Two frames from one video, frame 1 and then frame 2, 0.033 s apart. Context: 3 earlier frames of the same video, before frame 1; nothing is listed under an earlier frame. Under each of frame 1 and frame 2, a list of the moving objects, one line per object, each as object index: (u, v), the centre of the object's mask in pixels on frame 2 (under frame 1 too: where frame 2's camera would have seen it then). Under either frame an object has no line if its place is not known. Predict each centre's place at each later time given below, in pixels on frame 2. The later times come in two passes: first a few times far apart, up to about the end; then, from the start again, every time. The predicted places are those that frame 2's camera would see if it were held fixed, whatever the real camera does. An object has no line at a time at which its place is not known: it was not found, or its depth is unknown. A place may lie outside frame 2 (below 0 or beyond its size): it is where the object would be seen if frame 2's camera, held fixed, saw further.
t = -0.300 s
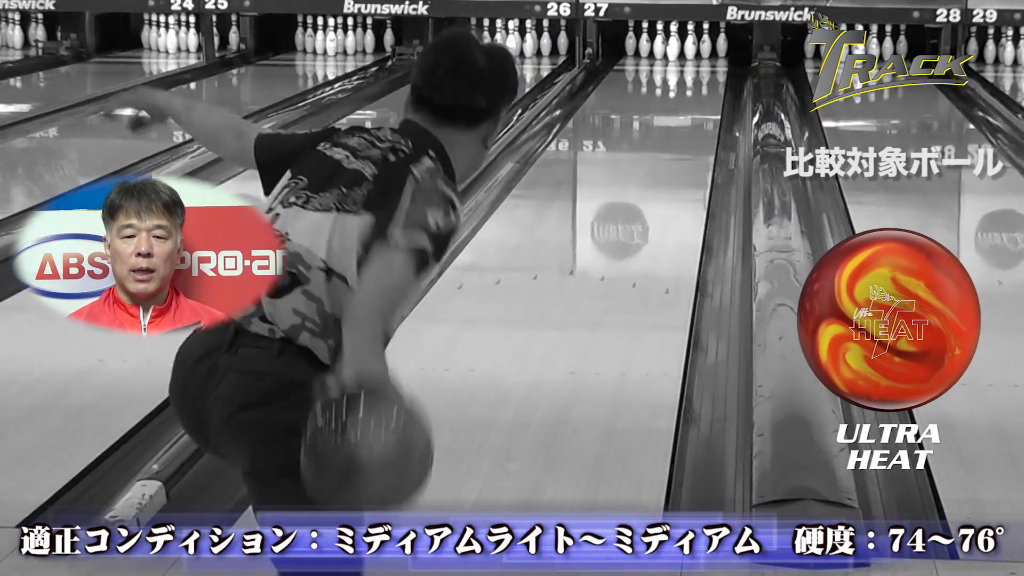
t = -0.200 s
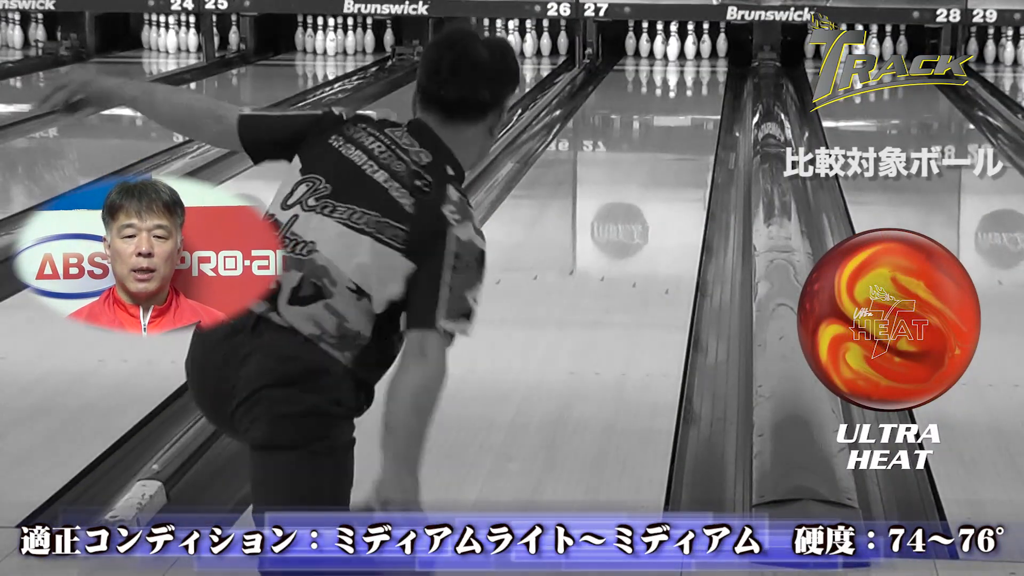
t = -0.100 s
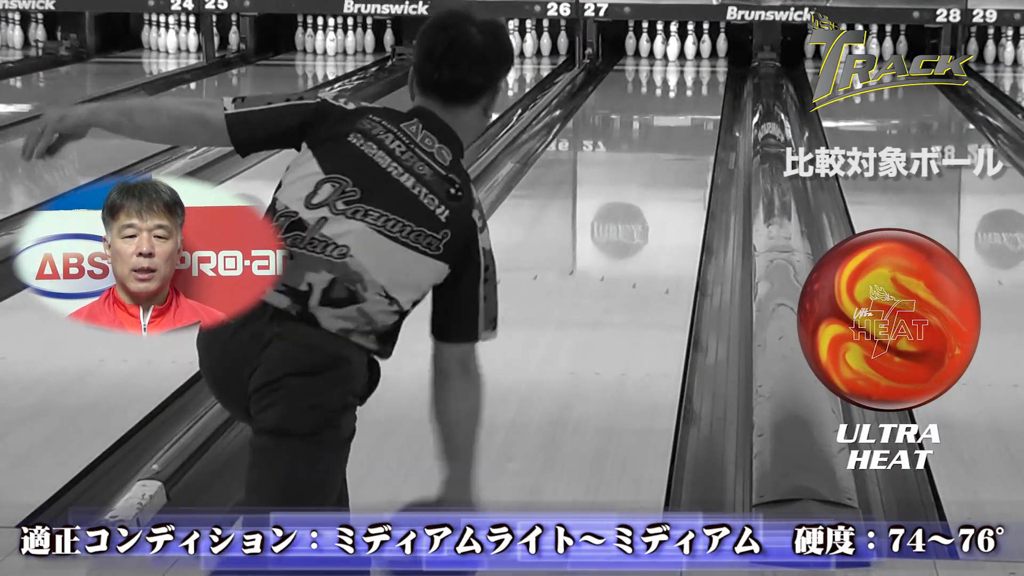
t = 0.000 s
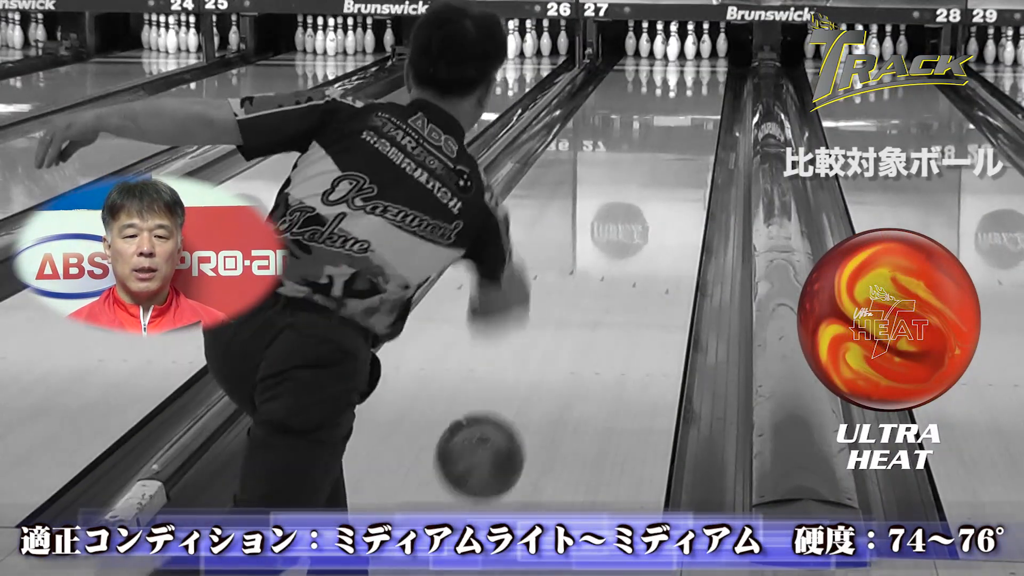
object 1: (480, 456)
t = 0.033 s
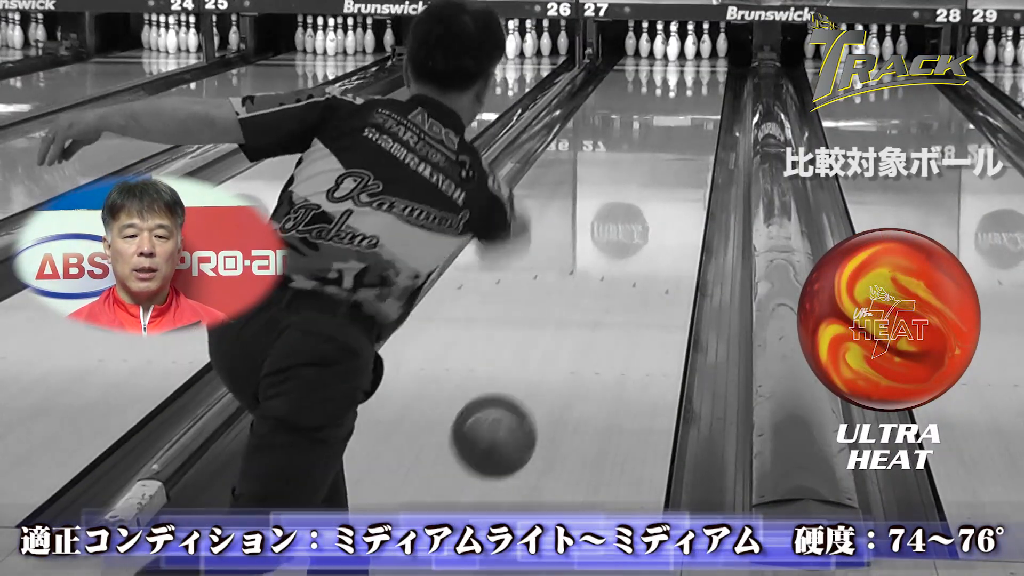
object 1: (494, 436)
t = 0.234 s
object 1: (557, 367)
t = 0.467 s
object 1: (604, 284)
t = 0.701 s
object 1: (635, 225)
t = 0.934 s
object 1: (657, 182)
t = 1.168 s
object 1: (671, 150)
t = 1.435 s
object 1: (683, 121)
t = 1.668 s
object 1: (688, 101)
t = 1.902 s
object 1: (691, 85)
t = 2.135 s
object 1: (690, 72)
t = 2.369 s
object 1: (686, 60)
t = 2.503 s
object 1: (683, 54)
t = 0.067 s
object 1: (506, 421)
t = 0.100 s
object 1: (518, 411)
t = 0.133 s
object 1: (529, 405)
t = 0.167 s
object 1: (538, 401)
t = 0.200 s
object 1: (548, 382)
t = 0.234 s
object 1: (557, 367)
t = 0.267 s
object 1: (565, 353)
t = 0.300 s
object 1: (573, 340)
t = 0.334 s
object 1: (580, 327)
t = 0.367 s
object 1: (586, 316)
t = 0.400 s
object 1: (593, 304)
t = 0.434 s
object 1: (599, 294)
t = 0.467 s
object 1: (604, 284)
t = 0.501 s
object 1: (609, 274)
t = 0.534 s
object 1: (614, 265)
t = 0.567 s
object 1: (619, 256)
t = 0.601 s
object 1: (623, 248)
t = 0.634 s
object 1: (628, 240)
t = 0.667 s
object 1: (631, 232)
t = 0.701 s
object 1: (635, 225)
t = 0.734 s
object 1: (639, 218)
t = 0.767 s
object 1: (642, 212)
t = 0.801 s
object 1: (646, 205)
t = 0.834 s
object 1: (649, 199)
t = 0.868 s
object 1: (651, 193)
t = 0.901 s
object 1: (654, 187)
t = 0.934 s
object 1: (657, 182)
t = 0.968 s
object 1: (659, 177)
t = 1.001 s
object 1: (661, 172)
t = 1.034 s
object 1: (664, 168)
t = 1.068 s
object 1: (666, 162)
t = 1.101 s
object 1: (668, 158)
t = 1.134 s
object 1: (670, 154)
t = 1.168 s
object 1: (671, 150)
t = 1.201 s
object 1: (673, 145)
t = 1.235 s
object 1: (675, 142)
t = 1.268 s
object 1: (676, 138)
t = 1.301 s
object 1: (678, 134)
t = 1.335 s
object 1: (679, 130)
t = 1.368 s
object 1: (680, 127)
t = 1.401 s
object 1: (681, 124)
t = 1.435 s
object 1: (683, 121)
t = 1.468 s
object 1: (683, 118)
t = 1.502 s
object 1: (685, 115)
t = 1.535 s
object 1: (685, 112)
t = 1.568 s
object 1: (686, 109)
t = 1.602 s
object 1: (687, 106)
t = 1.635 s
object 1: (688, 103)
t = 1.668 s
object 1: (688, 101)
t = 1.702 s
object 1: (689, 98)
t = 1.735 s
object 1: (689, 96)
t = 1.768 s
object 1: (690, 93)
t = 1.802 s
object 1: (690, 90)
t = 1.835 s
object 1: (691, 89)
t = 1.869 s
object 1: (691, 86)
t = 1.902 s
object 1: (691, 85)
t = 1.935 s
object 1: (692, 82)
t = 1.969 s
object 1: (691, 81)
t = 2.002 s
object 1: (691, 79)
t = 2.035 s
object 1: (691, 78)
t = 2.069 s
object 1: (691, 76)
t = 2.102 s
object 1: (690, 73)
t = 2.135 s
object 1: (690, 72)
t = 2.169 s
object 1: (690, 70)
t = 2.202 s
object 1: (689, 68)
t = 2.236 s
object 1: (688, 67)
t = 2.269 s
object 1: (688, 66)
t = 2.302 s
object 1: (688, 63)
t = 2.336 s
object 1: (687, 61)
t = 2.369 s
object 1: (686, 60)
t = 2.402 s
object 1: (685, 58)
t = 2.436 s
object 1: (684, 57)
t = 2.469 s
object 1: (684, 56)
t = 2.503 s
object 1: (683, 54)
